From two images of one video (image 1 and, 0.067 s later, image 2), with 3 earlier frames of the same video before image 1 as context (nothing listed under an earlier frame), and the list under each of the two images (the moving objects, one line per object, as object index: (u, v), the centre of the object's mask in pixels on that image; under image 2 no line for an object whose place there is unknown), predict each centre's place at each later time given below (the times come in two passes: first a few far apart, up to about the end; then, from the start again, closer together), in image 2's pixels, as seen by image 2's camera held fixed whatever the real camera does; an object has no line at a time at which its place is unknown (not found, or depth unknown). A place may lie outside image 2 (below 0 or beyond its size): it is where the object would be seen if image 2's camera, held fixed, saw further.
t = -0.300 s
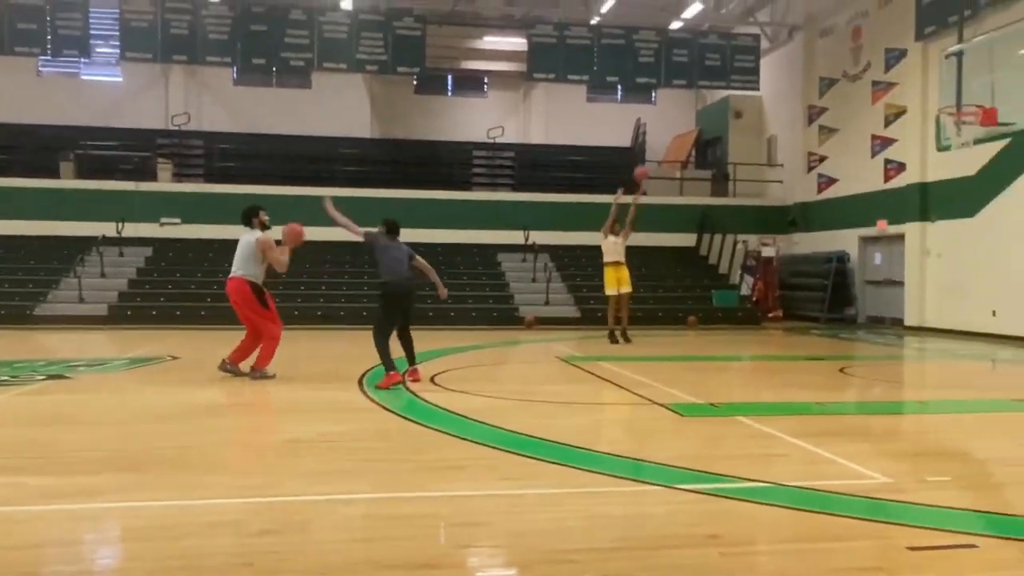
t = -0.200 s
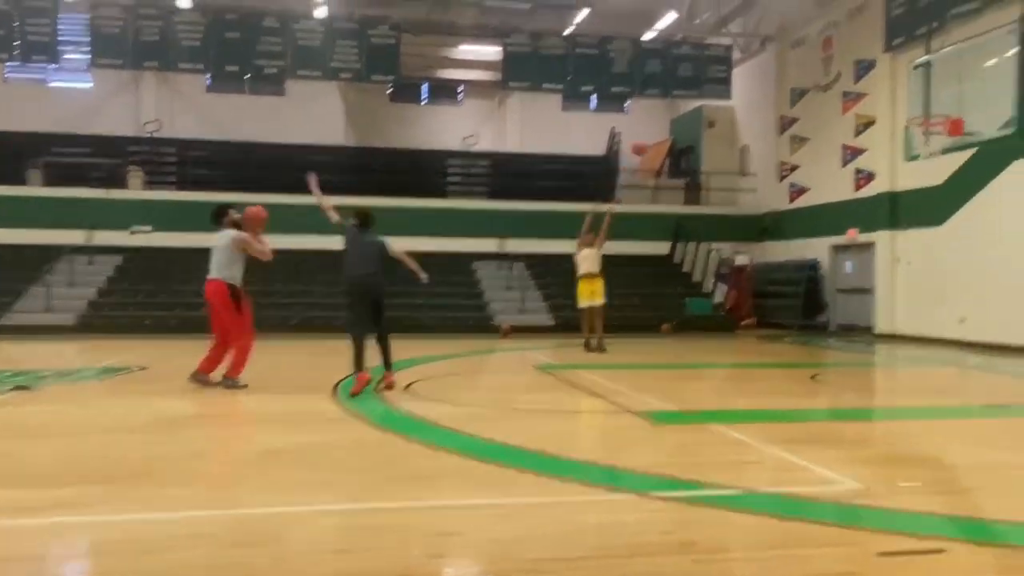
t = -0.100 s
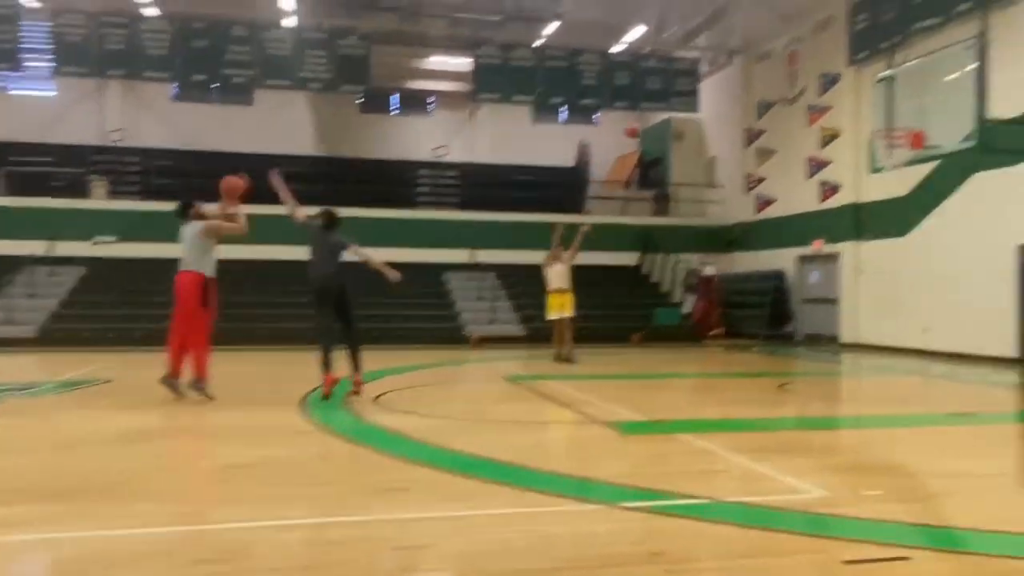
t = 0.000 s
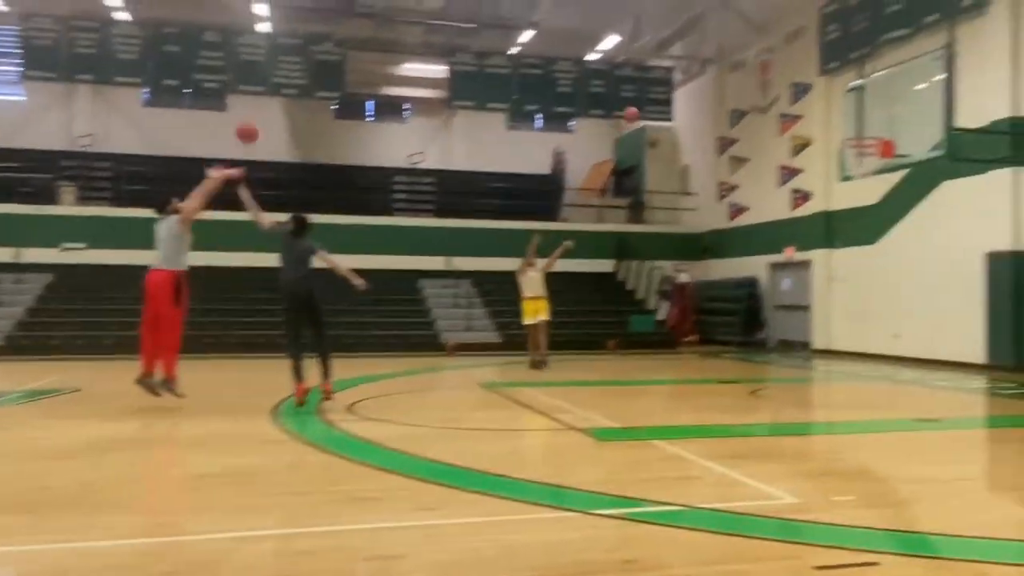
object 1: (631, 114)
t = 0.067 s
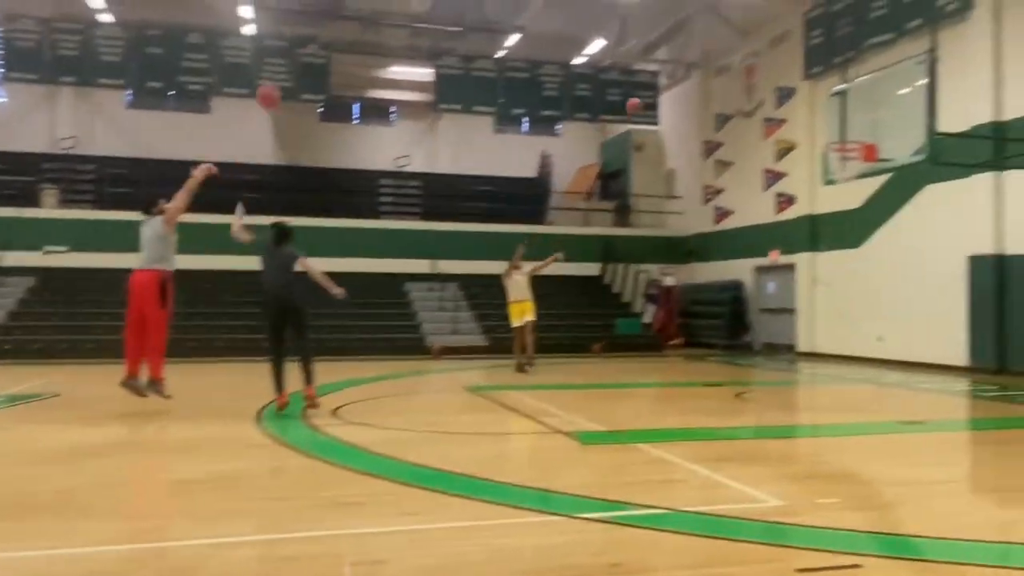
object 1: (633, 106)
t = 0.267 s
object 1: (689, 84)
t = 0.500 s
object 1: (759, 93)
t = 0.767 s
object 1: (850, 157)
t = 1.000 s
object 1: (870, 172)
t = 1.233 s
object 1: (880, 227)
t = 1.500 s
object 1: (893, 340)
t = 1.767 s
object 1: (886, 326)
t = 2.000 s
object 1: (876, 283)
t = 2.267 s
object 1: (864, 287)
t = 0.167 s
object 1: (660, 93)
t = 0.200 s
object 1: (668, 89)
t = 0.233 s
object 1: (678, 86)
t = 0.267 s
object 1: (689, 84)
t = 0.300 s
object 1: (699, 83)
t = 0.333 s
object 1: (707, 83)
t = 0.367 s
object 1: (716, 83)
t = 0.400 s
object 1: (727, 84)
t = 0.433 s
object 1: (738, 87)
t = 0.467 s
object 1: (749, 90)
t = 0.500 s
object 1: (759, 93)
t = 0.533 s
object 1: (770, 98)
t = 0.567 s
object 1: (781, 104)
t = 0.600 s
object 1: (793, 111)
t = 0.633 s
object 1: (805, 118)
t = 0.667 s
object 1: (817, 126)
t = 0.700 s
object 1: (829, 136)
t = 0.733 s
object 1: (842, 147)
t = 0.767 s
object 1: (850, 157)
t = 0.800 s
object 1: (859, 159)
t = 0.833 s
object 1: (863, 159)
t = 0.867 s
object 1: (864, 159)
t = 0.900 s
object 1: (865, 162)
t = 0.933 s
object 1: (867, 164)
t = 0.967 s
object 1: (868, 167)
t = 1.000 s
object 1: (870, 172)
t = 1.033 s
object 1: (871, 179)
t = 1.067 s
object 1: (872, 185)
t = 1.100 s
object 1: (873, 191)
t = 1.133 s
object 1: (874, 199)
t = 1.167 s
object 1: (875, 208)
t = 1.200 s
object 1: (877, 216)
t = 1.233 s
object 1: (880, 227)
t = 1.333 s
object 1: (885, 263)
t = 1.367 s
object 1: (886, 277)
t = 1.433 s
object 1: (888, 308)
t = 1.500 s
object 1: (893, 340)
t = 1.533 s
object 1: (894, 358)
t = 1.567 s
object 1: (896, 378)
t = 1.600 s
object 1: (896, 385)
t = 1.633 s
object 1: (894, 371)
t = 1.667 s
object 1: (893, 358)
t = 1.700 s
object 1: (890, 347)
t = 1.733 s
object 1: (888, 336)
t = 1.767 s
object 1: (886, 326)
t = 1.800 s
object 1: (885, 317)
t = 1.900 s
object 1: (881, 295)
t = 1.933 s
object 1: (878, 291)
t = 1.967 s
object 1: (878, 287)
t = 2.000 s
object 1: (876, 283)
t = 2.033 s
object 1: (875, 281)
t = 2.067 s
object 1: (874, 279)
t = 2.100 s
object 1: (872, 278)
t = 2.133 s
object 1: (870, 278)
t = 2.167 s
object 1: (869, 279)
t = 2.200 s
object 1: (867, 281)
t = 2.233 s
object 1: (865, 284)
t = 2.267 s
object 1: (864, 287)
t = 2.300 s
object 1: (864, 291)
